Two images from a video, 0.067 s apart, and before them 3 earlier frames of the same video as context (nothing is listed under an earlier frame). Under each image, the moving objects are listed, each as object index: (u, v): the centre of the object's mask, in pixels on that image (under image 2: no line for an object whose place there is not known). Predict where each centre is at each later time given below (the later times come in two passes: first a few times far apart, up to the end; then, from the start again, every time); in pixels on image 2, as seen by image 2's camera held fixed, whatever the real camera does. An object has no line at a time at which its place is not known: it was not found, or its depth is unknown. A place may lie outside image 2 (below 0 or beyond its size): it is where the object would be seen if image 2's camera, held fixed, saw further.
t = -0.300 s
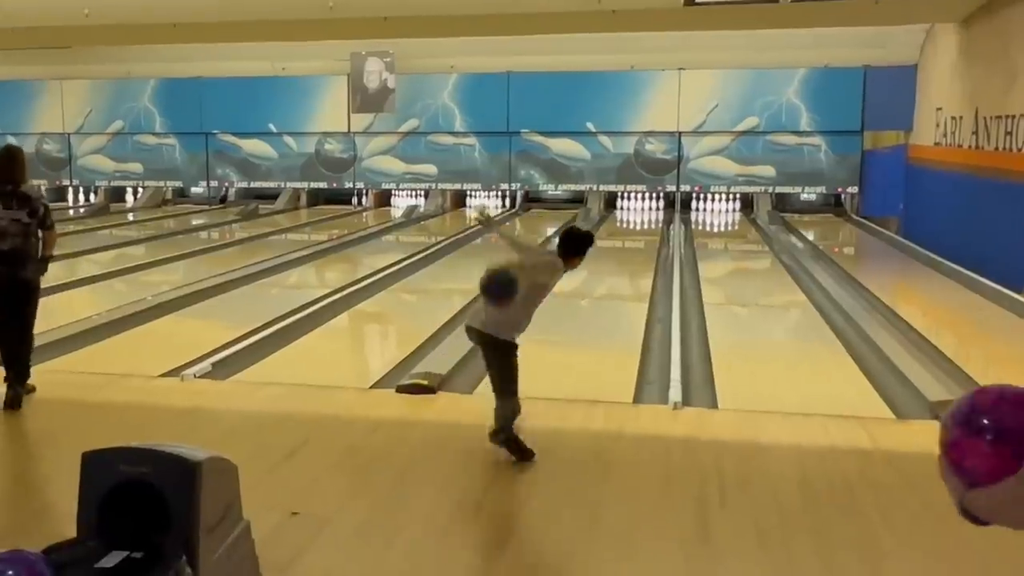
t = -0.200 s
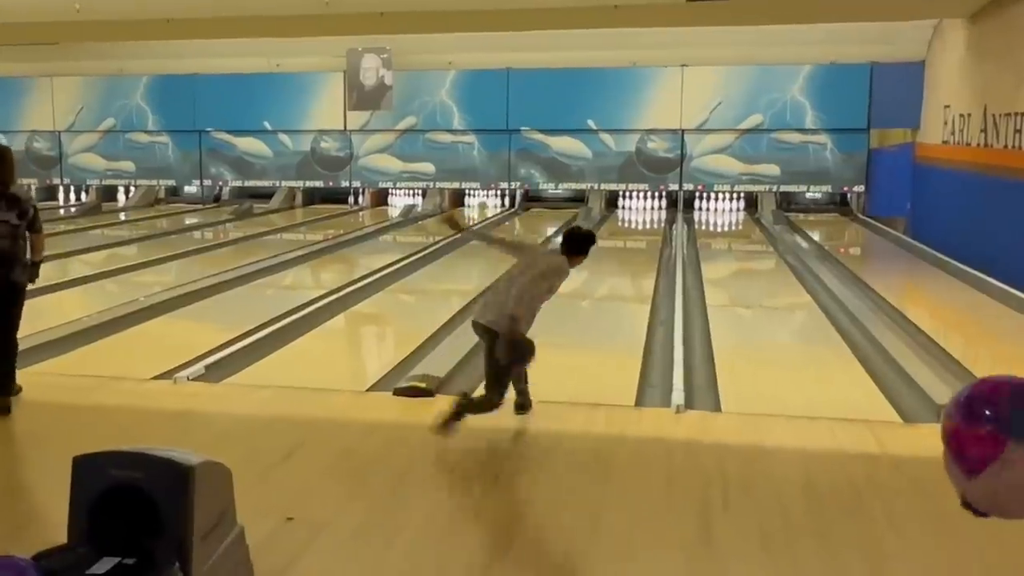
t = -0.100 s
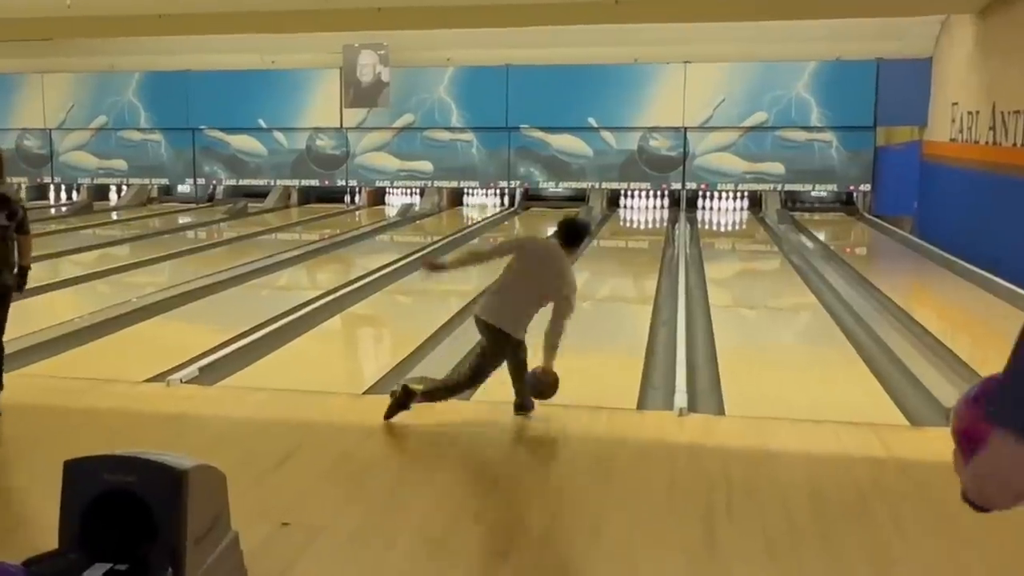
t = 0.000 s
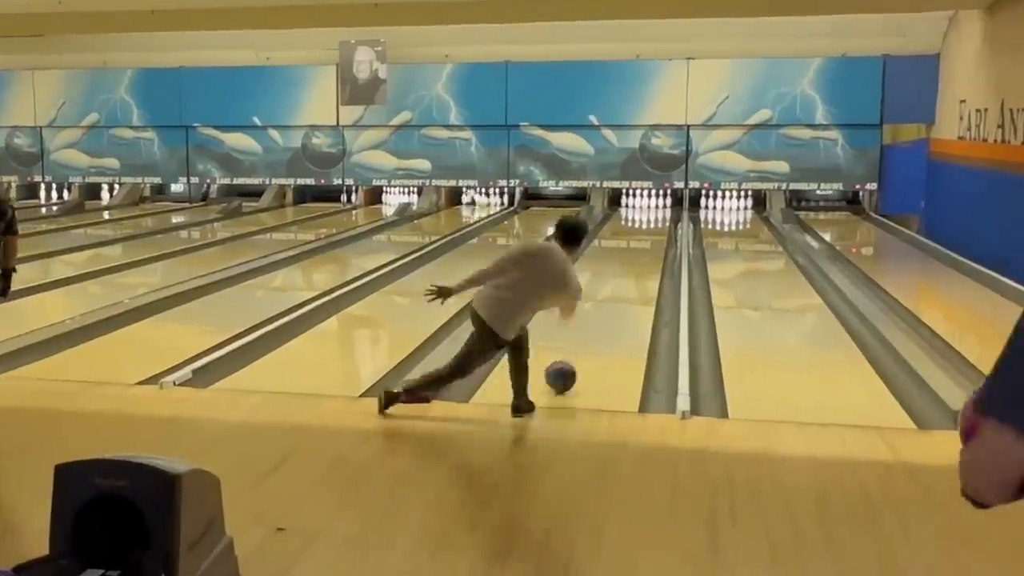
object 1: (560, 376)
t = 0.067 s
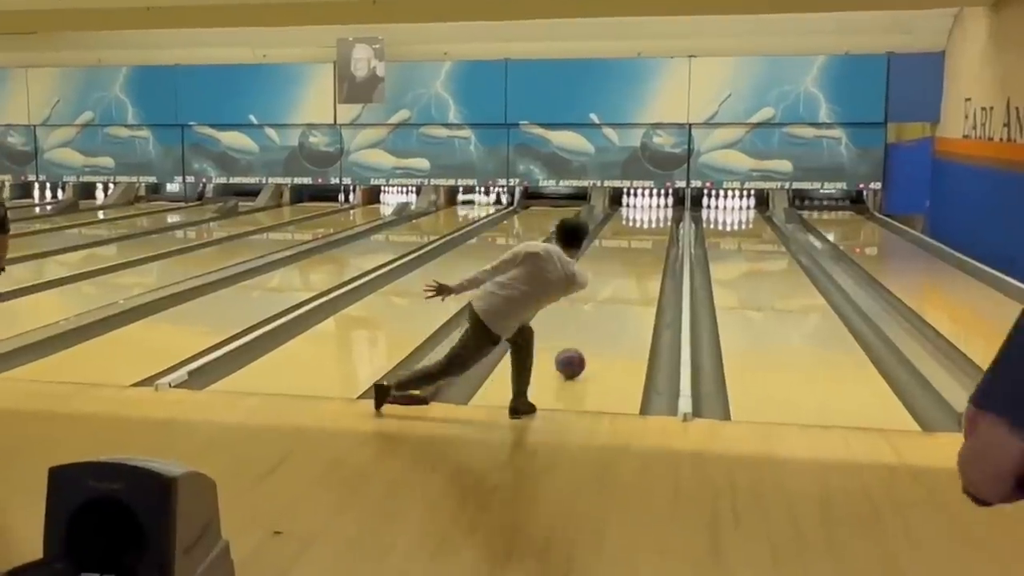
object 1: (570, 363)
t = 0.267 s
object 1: (592, 325)
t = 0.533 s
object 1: (613, 290)
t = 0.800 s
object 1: (629, 266)
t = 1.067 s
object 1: (639, 247)
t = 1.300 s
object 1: (647, 234)
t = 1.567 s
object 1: (653, 222)
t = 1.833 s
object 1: (656, 213)
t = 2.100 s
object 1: (655, 204)
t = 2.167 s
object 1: (654, 203)
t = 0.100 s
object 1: (574, 356)
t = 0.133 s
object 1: (578, 349)
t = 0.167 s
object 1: (582, 343)
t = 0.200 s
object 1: (586, 337)
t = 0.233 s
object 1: (589, 331)
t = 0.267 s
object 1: (592, 325)
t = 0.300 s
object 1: (595, 320)
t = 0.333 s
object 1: (598, 316)
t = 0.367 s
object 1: (601, 311)
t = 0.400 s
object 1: (604, 307)
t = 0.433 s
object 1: (606, 302)
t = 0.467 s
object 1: (609, 298)
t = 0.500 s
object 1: (611, 294)
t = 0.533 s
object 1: (613, 290)
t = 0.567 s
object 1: (616, 287)
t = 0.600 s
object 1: (618, 283)
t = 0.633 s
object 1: (620, 280)
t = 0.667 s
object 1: (622, 277)
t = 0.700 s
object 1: (623, 274)
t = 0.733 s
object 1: (625, 271)
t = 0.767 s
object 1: (627, 269)
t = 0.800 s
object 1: (629, 266)
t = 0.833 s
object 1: (630, 263)
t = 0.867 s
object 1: (631, 261)
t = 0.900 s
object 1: (633, 258)
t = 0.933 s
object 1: (633, 256)
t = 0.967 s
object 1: (636, 253)
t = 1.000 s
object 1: (637, 251)
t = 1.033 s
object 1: (638, 249)
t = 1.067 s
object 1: (639, 247)
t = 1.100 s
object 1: (641, 245)
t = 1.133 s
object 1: (642, 243)
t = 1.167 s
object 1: (643, 241)
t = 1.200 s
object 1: (644, 239)
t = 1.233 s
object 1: (645, 237)
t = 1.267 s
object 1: (646, 236)
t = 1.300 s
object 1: (647, 234)
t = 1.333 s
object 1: (648, 233)
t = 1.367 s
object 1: (649, 231)
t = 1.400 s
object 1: (649, 230)
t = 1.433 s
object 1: (650, 228)
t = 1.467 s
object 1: (651, 226)
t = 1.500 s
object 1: (652, 225)
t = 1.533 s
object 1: (652, 223)
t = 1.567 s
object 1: (653, 222)
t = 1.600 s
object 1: (654, 221)
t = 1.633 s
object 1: (655, 219)
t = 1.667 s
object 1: (655, 218)
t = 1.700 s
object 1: (655, 217)
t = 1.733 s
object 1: (656, 215)
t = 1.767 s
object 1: (656, 215)
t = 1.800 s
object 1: (655, 213)
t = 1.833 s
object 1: (656, 213)
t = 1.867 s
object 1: (656, 213)
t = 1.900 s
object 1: (655, 211)
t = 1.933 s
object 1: (656, 209)
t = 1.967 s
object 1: (656, 208)
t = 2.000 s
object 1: (656, 208)
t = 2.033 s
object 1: (656, 207)
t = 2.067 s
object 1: (655, 205)
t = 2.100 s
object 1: (655, 204)
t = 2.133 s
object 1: (655, 203)
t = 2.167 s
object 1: (654, 203)
